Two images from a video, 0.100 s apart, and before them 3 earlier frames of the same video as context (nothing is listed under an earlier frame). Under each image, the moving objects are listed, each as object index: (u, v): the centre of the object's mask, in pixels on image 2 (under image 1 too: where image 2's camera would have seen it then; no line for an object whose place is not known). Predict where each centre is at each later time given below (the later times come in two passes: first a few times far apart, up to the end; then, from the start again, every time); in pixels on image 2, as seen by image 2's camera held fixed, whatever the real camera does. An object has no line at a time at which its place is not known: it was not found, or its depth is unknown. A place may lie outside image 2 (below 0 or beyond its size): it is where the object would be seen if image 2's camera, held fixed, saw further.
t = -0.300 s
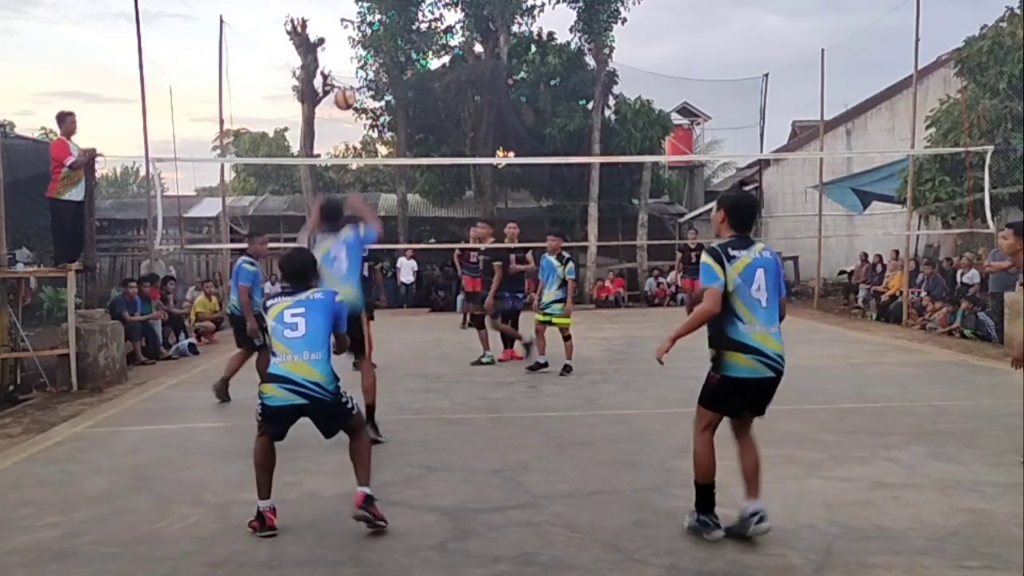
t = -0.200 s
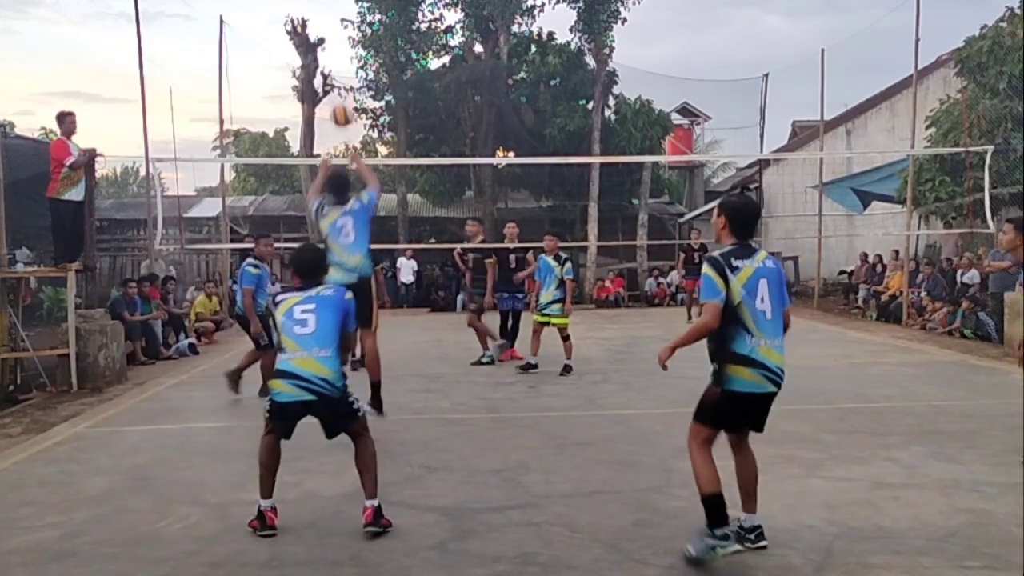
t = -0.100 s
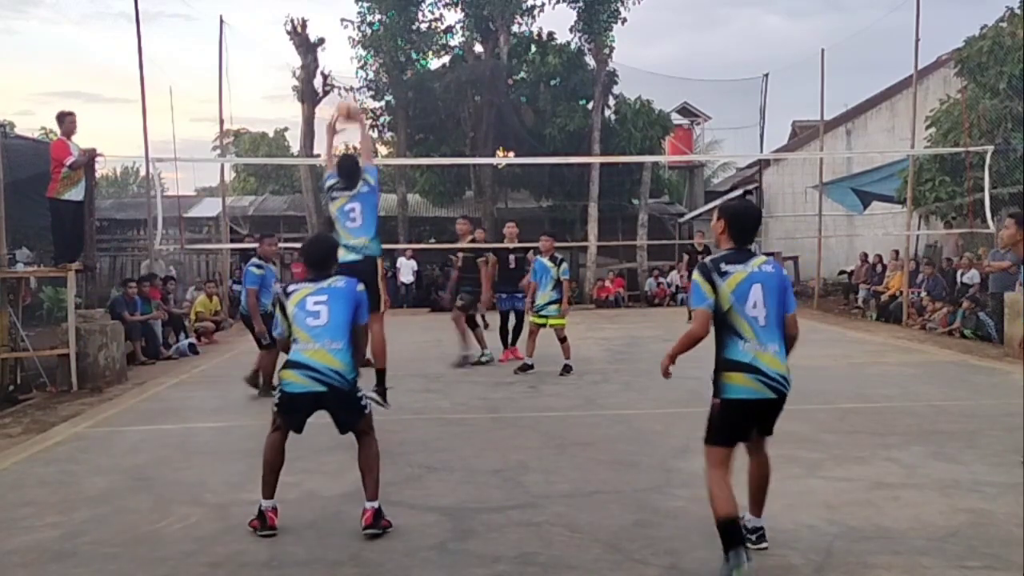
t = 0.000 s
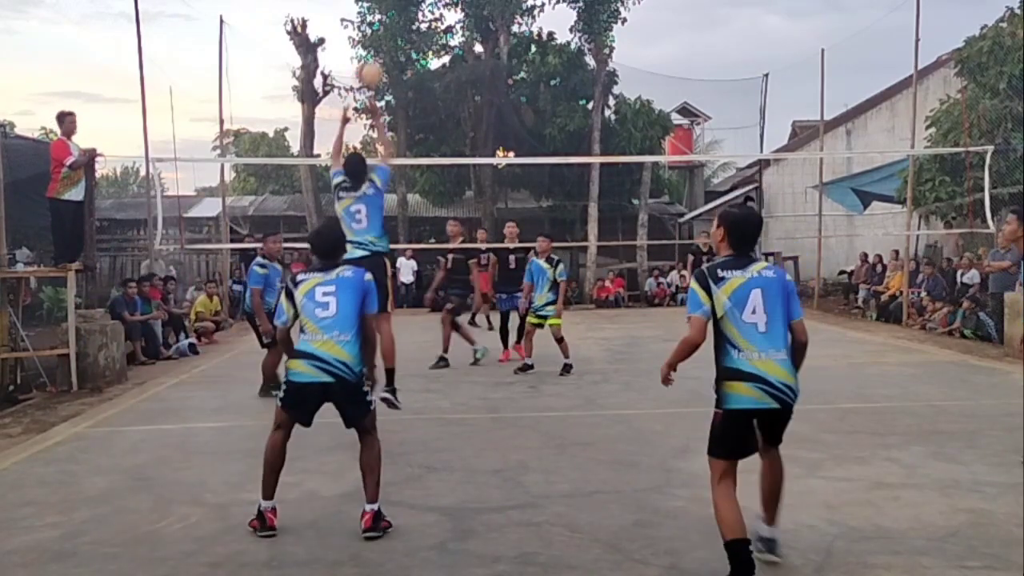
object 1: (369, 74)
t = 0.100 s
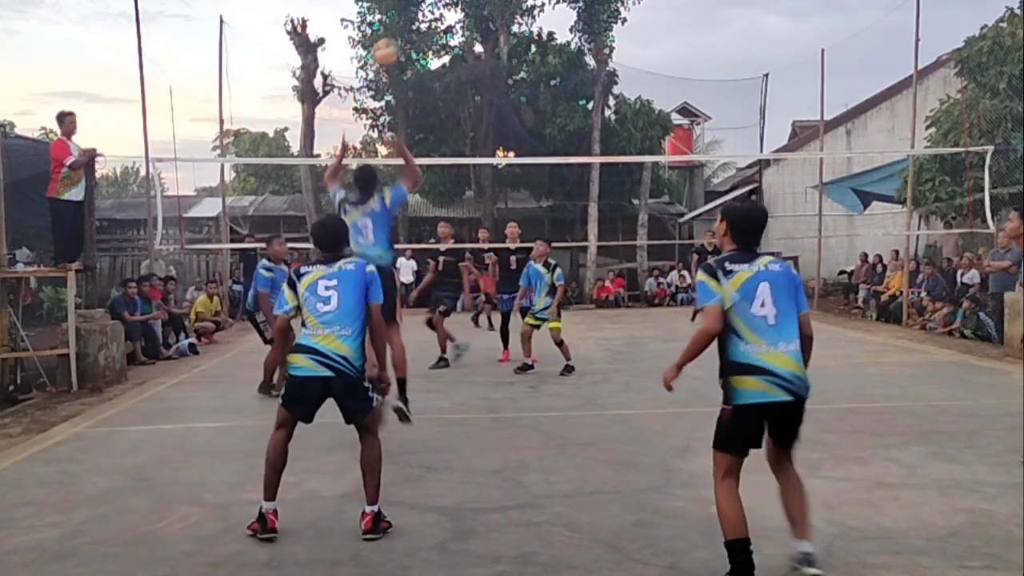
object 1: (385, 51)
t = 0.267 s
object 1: (414, 43)
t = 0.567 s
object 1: (460, 102)
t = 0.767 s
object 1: (488, 182)
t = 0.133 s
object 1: (392, 47)
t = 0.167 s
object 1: (397, 44)
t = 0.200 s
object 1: (402, 43)
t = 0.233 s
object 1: (408, 42)
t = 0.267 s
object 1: (414, 43)
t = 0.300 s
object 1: (419, 44)
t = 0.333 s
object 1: (424, 47)
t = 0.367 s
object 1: (429, 52)
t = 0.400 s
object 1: (435, 58)
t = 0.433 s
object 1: (442, 65)
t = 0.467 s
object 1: (447, 74)
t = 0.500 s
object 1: (450, 81)
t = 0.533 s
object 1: (455, 91)
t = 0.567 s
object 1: (460, 102)
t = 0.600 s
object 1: (465, 113)
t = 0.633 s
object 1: (470, 125)
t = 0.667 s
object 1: (474, 139)
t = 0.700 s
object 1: (478, 149)
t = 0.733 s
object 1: (484, 167)
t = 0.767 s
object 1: (488, 182)
